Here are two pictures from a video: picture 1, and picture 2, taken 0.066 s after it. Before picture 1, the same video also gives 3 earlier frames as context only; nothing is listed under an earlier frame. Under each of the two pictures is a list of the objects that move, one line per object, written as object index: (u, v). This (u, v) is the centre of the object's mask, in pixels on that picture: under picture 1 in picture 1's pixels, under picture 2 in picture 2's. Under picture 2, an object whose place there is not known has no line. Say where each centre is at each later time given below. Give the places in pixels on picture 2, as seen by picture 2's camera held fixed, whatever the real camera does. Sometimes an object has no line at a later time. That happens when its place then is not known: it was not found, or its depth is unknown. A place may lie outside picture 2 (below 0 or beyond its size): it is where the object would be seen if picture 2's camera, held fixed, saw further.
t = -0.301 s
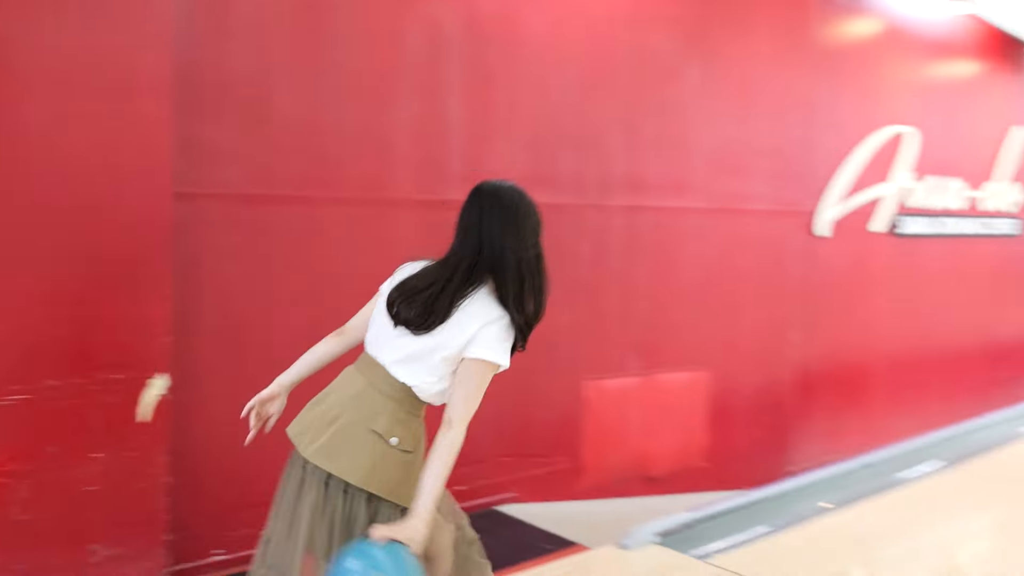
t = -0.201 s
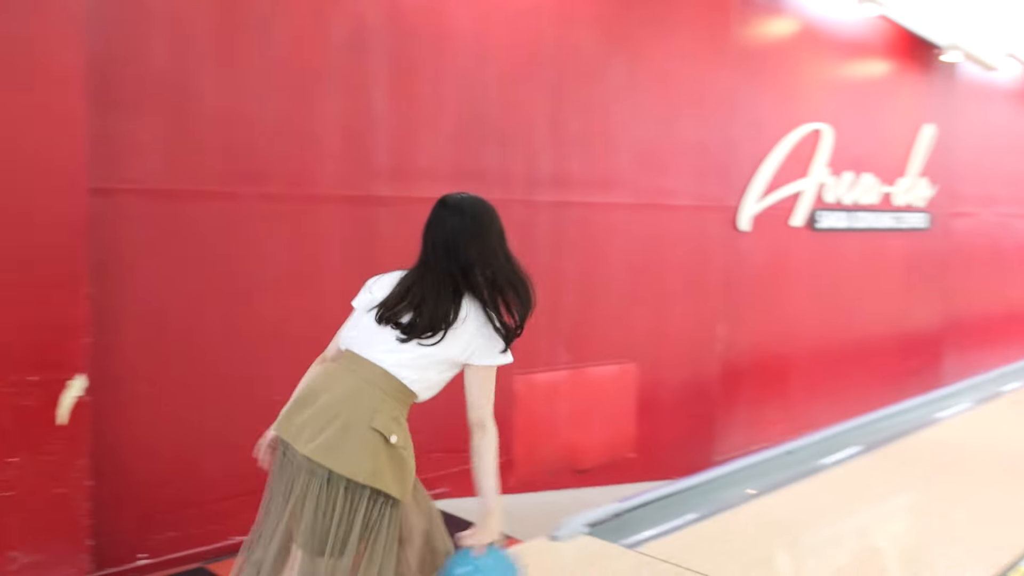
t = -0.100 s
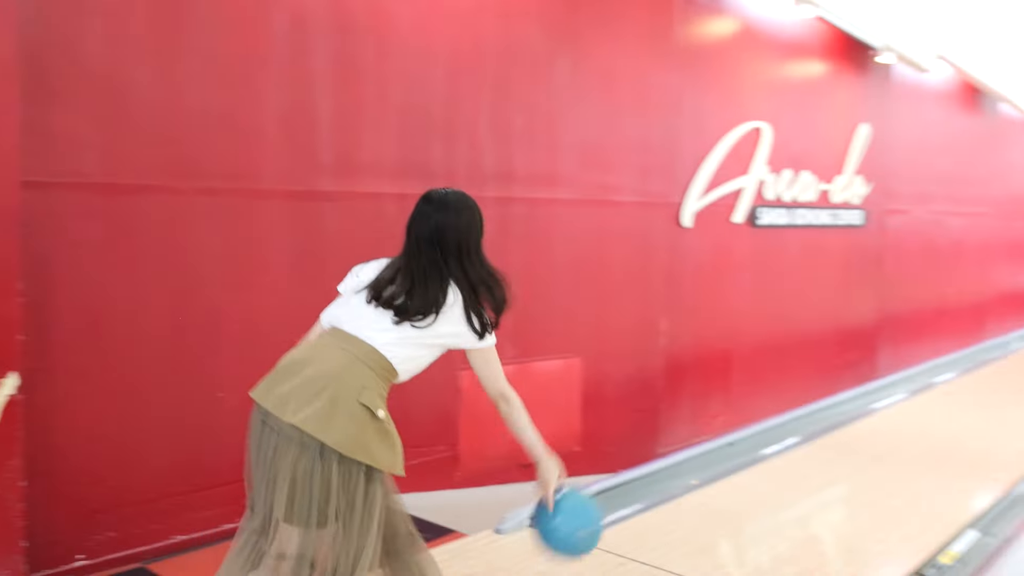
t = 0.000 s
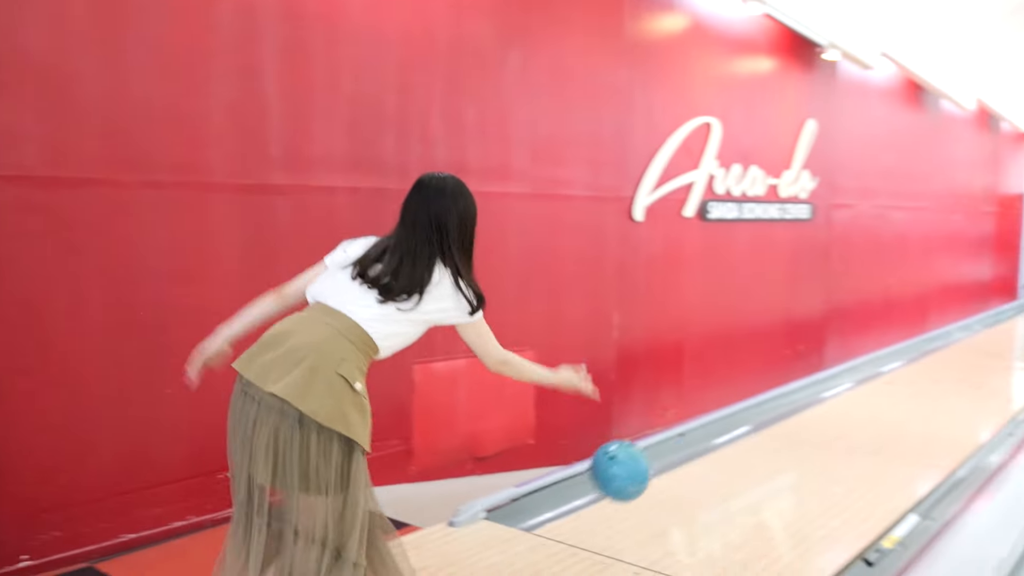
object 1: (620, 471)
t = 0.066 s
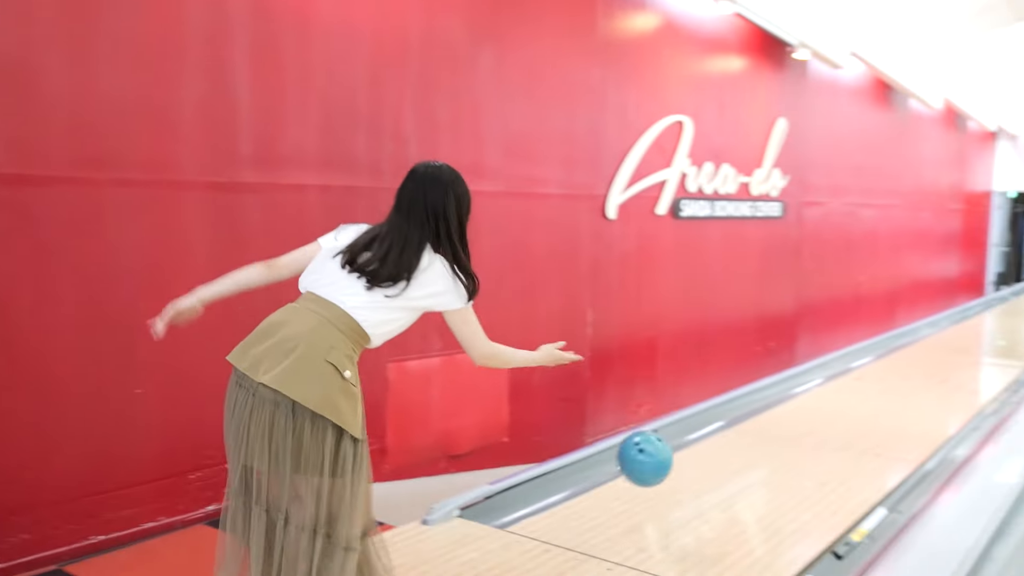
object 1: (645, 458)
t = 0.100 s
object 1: (668, 459)
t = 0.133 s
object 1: (689, 461)
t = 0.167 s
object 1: (708, 466)
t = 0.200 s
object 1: (725, 471)
